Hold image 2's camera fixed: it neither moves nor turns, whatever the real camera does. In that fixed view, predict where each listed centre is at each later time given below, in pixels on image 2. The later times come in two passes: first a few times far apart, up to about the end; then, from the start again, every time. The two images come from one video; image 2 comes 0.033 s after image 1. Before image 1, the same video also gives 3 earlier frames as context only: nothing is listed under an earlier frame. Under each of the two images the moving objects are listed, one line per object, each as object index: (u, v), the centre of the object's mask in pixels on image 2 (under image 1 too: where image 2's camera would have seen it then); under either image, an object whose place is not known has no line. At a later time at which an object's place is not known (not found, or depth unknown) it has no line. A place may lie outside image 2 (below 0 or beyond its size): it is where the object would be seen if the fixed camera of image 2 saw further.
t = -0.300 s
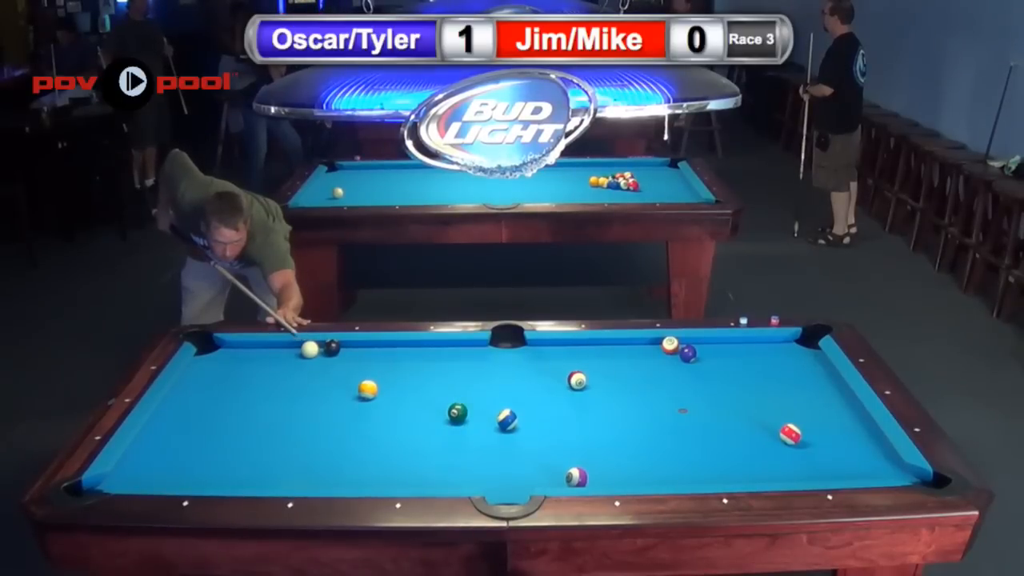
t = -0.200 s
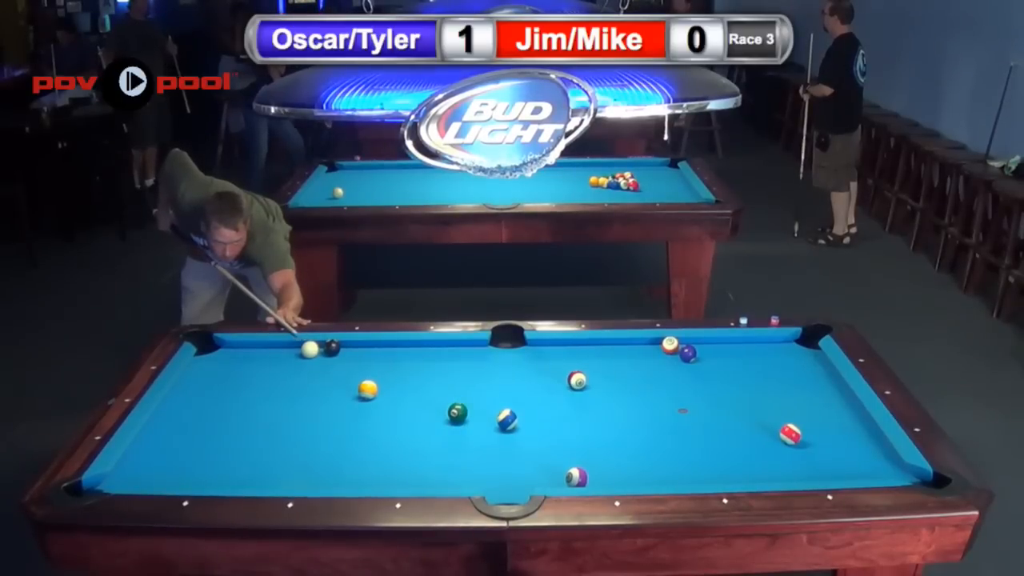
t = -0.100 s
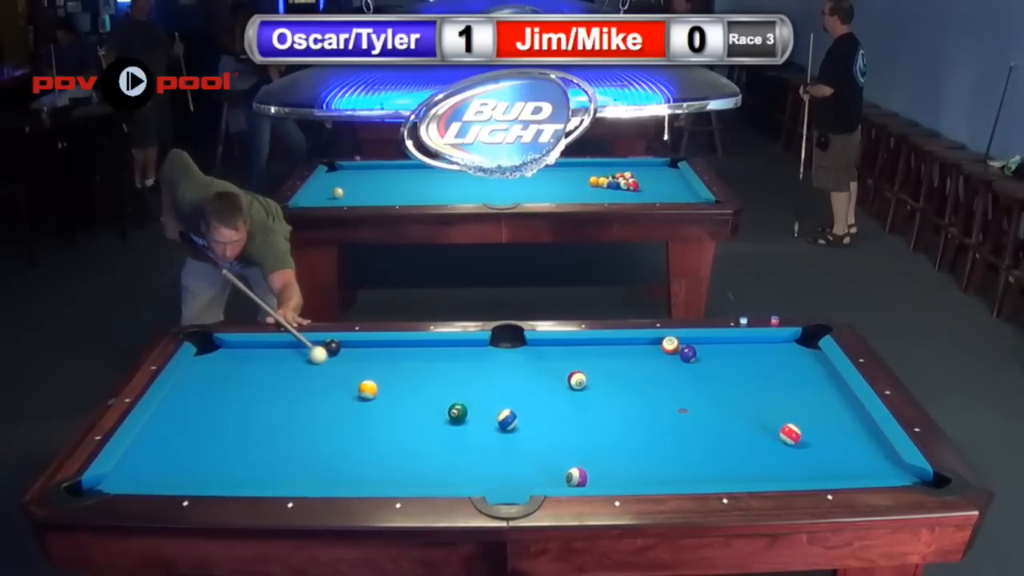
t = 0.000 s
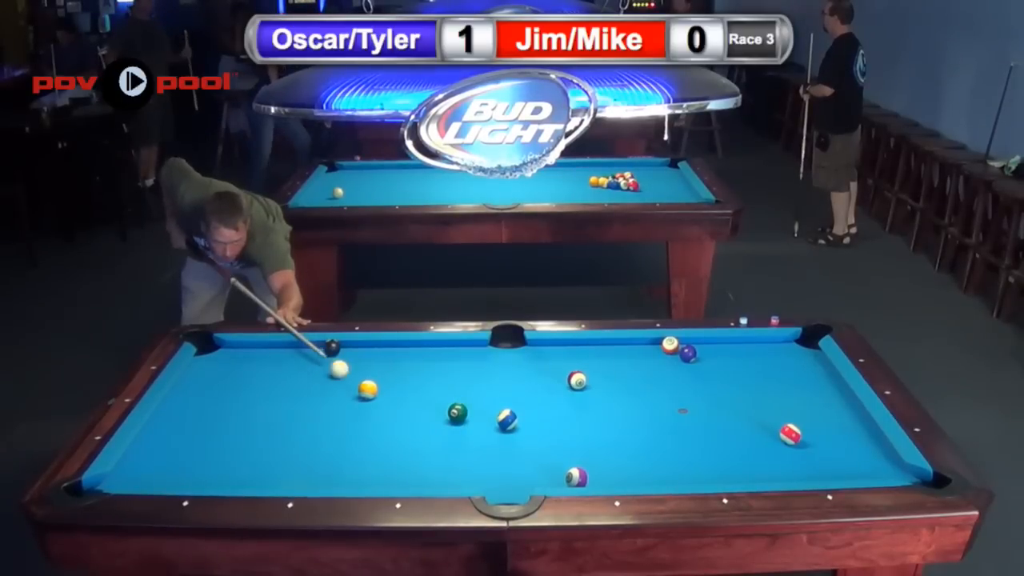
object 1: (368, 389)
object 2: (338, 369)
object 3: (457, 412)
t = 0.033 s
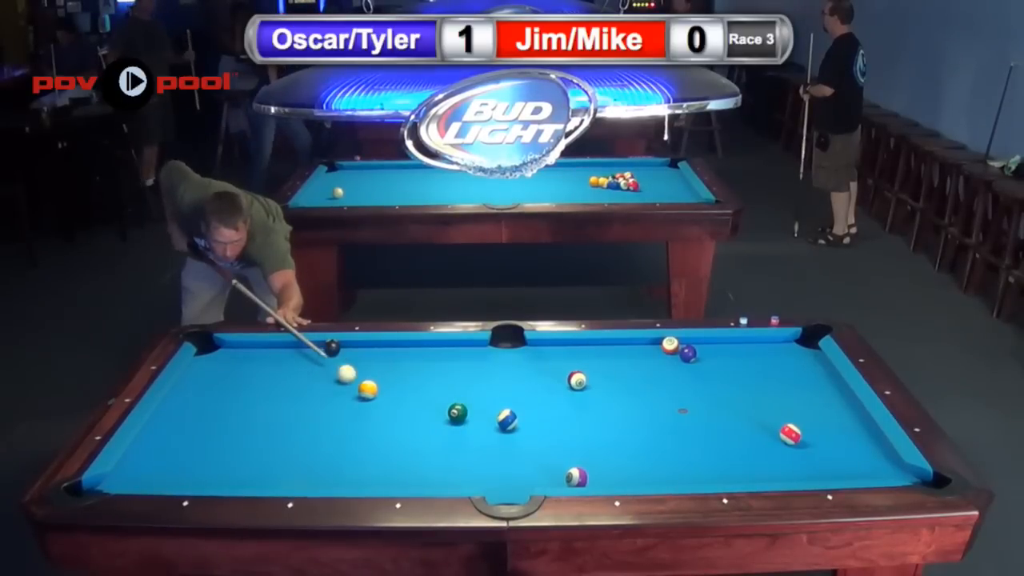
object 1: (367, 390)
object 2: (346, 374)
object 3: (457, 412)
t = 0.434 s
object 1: (418, 434)
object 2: (386, 391)
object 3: (457, 413)
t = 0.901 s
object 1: (492, 484)
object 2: (423, 403)
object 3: (457, 413)
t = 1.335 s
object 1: (552, 468)
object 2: (440, 411)
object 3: (467, 414)
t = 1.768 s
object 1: (604, 454)
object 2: (439, 414)
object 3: (483, 419)
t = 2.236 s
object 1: (651, 442)
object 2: (439, 415)
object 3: (487, 420)
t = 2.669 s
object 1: (688, 432)
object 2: (439, 415)
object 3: (487, 419)
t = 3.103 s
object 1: (718, 422)
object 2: (439, 415)
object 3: (487, 419)
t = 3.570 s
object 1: (743, 415)
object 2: (439, 415)
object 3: (487, 420)
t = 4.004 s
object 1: (762, 409)
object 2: (439, 414)
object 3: (487, 419)
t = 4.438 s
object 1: (775, 404)
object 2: (439, 414)
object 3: (487, 419)
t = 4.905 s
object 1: (786, 400)
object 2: (439, 414)
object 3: (487, 419)
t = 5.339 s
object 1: (791, 398)
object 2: (439, 414)
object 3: (487, 419)
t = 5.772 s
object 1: (793, 398)
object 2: (439, 414)
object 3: (487, 419)
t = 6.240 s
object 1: (794, 398)
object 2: (439, 414)
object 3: (487, 419)
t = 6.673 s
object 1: (794, 398)
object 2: (439, 414)
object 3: (487, 419)
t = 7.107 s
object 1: (794, 398)
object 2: (439, 415)
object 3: (487, 419)
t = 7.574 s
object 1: (794, 398)
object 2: (439, 414)
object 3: (487, 419)
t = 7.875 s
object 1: (794, 398)
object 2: (439, 414)
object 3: (487, 419)
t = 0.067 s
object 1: (368, 390)
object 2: (353, 379)
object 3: (457, 412)
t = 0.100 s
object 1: (369, 390)
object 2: (359, 381)
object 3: (457, 413)
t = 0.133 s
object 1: (374, 395)
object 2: (361, 383)
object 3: (457, 413)
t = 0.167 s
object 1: (380, 400)
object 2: (364, 383)
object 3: (457, 413)
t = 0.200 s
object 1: (386, 406)
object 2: (366, 384)
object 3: (457, 413)
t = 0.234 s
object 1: (390, 410)
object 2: (369, 385)
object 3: (457, 413)
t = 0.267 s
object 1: (395, 413)
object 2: (372, 386)
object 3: (457, 413)
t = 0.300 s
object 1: (400, 418)
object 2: (375, 387)
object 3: (457, 413)
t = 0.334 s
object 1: (404, 422)
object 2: (377, 388)
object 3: (457, 413)
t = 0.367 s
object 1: (409, 426)
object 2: (380, 389)
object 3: (457, 413)
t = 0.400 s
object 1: (414, 430)
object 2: (383, 390)
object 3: (457, 413)
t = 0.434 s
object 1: (418, 434)
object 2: (386, 391)
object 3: (457, 413)
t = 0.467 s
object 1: (423, 438)
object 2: (388, 392)
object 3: (457, 413)
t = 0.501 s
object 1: (428, 443)
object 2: (391, 392)
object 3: (457, 413)
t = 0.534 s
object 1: (433, 447)
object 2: (394, 393)
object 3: (457, 413)
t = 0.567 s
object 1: (438, 451)
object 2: (396, 394)
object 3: (457, 413)
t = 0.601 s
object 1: (444, 455)
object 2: (399, 395)
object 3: (457, 413)
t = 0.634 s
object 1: (449, 460)
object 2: (402, 396)
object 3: (457, 413)
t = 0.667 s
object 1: (454, 465)
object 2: (404, 397)
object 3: (457, 413)
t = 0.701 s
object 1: (460, 469)
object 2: (407, 398)
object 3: (457, 413)
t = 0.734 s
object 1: (465, 474)
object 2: (410, 399)
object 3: (457, 413)
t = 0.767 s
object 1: (470, 477)
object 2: (412, 400)
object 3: (457, 413)
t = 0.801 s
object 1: (476, 480)
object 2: (415, 401)
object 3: (457, 413)
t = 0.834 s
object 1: (483, 485)
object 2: (417, 401)
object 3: (457, 413)
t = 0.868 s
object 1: (488, 484)
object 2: (420, 402)
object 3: (457, 413)
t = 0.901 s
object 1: (492, 484)
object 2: (423, 403)
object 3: (457, 413)
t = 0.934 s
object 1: (497, 482)
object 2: (425, 404)
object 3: (457, 413)
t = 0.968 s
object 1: (502, 481)
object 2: (428, 405)
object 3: (457, 413)
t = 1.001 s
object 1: (507, 480)
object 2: (430, 406)
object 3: (457, 413)
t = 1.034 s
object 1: (512, 478)
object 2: (432, 407)
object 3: (458, 413)
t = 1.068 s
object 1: (516, 477)
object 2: (435, 408)
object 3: (458, 413)
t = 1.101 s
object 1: (522, 476)
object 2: (437, 409)
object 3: (458, 413)
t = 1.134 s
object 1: (526, 475)
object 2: (439, 409)
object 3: (458, 413)
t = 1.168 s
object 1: (530, 474)
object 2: (439, 409)
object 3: (460, 413)
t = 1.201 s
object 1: (535, 473)
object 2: (439, 410)
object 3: (461, 414)
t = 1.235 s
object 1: (540, 472)
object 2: (439, 410)
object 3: (463, 414)
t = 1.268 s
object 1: (544, 470)
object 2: (440, 410)
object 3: (464, 414)
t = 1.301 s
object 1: (548, 468)
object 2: (440, 411)
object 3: (465, 414)
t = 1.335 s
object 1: (552, 468)
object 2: (440, 411)
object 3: (467, 414)
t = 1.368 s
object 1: (557, 466)
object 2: (440, 411)
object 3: (469, 415)
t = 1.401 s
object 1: (561, 464)
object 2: (440, 412)
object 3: (470, 415)
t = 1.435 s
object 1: (565, 463)
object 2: (440, 412)
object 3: (471, 416)
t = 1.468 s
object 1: (569, 461)
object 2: (440, 412)
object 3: (472, 416)
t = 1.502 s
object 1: (572, 460)
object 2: (439, 413)
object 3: (474, 417)
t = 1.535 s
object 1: (577, 459)
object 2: (439, 413)
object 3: (475, 417)
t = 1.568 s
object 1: (581, 459)
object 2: (439, 413)
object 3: (476, 417)
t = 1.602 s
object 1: (585, 458)
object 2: (439, 413)
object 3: (477, 418)
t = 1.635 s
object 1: (589, 458)
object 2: (439, 414)
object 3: (478, 418)
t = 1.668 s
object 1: (593, 457)
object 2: (439, 414)
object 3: (480, 418)
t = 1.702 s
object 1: (597, 456)
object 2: (439, 414)
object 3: (481, 418)
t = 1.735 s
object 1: (600, 455)
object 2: (439, 414)
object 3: (482, 418)
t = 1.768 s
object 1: (604, 454)
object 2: (439, 414)
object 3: (483, 419)
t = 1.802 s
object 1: (608, 453)
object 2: (439, 414)
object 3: (484, 419)
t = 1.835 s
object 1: (612, 452)
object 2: (439, 414)
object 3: (485, 419)
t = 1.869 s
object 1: (615, 451)
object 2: (439, 414)
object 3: (486, 419)
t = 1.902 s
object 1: (619, 450)
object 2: (439, 415)
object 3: (486, 419)
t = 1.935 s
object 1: (622, 450)
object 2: (439, 415)
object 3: (486, 419)
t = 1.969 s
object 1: (625, 449)
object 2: (439, 415)
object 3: (487, 419)
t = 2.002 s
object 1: (629, 448)
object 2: (439, 415)
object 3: (487, 419)
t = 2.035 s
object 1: (632, 447)
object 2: (439, 415)
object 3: (487, 419)
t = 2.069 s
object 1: (635, 446)
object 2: (439, 415)
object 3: (487, 419)
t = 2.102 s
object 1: (639, 445)
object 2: (439, 415)
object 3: (487, 420)
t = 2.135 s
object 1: (642, 444)
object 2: (439, 415)
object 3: (487, 420)
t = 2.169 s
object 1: (645, 443)
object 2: (439, 415)
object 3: (487, 420)
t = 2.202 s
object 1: (649, 443)
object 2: (439, 415)
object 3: (487, 420)
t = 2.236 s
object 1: (651, 442)
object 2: (439, 415)
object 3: (487, 420)
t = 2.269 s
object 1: (654, 441)
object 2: (439, 415)
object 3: (487, 420)
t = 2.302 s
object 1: (658, 440)
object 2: (439, 415)
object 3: (487, 420)
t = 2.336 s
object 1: (660, 439)
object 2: (439, 415)
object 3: (487, 420)
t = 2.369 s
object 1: (664, 438)
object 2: (439, 415)
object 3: (487, 420)
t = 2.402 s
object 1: (666, 437)
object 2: (439, 415)
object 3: (487, 420)
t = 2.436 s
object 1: (669, 437)
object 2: (439, 415)
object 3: (487, 420)
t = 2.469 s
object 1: (672, 436)
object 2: (439, 415)
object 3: (487, 420)
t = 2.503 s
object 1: (675, 435)
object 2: (439, 415)
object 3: (487, 420)
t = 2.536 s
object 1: (678, 435)
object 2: (439, 415)
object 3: (487, 420)
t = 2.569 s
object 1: (680, 434)
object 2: (439, 415)
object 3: (487, 420)
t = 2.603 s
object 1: (683, 433)
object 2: (439, 415)
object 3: (487, 419)
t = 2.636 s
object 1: (685, 432)
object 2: (439, 415)
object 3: (487, 419)
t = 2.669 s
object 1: (688, 432)
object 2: (439, 415)
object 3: (487, 419)
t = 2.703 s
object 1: (690, 431)
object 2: (439, 415)
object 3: (487, 419)
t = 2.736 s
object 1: (693, 430)
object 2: (439, 415)
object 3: (487, 419)
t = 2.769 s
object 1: (695, 429)
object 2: (439, 415)
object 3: (487, 419)
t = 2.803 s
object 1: (697, 429)
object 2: (439, 415)
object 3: (487, 419)
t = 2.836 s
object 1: (700, 428)
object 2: (439, 415)
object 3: (487, 419)
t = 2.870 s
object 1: (702, 428)
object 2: (439, 415)
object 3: (487, 419)
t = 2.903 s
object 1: (705, 427)
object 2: (439, 415)
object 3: (487, 419)
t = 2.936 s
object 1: (707, 426)
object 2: (439, 415)
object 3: (487, 419)
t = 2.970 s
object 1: (709, 425)
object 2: (439, 415)
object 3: (487, 419)
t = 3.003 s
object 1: (712, 425)
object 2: (439, 415)
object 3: (487, 419)
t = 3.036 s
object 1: (714, 424)
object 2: (439, 415)
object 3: (487, 419)
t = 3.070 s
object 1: (716, 423)
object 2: (439, 415)
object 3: (487, 419)
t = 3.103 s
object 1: (718, 422)
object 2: (439, 415)
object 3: (487, 419)
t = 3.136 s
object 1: (720, 422)
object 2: (439, 415)
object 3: (487, 419)
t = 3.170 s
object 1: (722, 422)
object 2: (439, 415)
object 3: (487, 420)
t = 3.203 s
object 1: (724, 421)
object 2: (439, 415)
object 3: (487, 420)
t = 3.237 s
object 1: (726, 420)
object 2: (439, 415)
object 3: (487, 420)
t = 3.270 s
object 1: (727, 420)
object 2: (439, 415)
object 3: (487, 419)
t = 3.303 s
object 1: (730, 419)
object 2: (439, 415)
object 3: (487, 419)
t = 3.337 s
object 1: (732, 419)
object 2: (439, 415)
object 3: (487, 420)
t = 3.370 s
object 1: (733, 418)
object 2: (439, 415)
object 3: (487, 420)
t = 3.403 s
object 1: (735, 418)
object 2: (439, 415)
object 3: (487, 420)
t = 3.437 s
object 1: (737, 417)
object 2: (439, 415)
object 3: (487, 420)
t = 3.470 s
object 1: (738, 416)
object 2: (439, 415)
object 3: (487, 420)
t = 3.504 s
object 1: (740, 416)
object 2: (439, 415)
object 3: (487, 420)
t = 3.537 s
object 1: (742, 415)
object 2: (439, 415)
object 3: (487, 420)
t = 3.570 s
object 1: (743, 415)
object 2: (439, 415)
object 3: (487, 420)
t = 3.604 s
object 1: (744, 414)
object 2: (439, 415)
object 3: (487, 420)
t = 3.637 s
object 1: (746, 414)
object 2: (439, 414)
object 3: (487, 420)
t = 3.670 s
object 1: (747, 413)
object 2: (439, 415)
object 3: (487, 420)
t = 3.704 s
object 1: (749, 413)
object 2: (439, 414)
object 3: (487, 420)
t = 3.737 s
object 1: (751, 412)
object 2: (439, 414)
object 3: (487, 420)
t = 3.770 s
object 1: (752, 412)
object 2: (439, 414)
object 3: (487, 420)
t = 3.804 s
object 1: (753, 411)
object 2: (439, 414)
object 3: (487, 420)
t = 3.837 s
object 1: (755, 411)
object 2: (439, 414)
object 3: (487, 420)
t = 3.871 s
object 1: (756, 411)
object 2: (439, 414)
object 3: (487, 420)
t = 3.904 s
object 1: (758, 410)
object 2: (439, 414)
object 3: (487, 420)
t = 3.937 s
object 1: (759, 410)
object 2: (439, 414)
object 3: (487, 420)
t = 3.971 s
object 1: (760, 409)
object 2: (439, 414)
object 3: (487, 419)
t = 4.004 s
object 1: (762, 409)
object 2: (439, 414)
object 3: (487, 419)
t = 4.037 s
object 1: (763, 408)
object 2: (439, 414)
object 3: (487, 419)
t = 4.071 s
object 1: (764, 408)
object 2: (439, 414)
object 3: (487, 419)
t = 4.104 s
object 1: (765, 407)
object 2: (439, 414)
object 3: (487, 419)
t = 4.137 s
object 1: (766, 407)
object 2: (439, 414)
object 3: (487, 419)
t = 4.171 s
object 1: (767, 407)
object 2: (439, 414)
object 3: (487, 419)
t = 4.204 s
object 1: (769, 406)
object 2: (439, 414)
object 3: (487, 419)
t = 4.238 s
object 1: (769, 406)
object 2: (439, 414)
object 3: (487, 419)
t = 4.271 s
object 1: (770, 406)
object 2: (439, 414)
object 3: (487, 419)
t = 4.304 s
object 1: (771, 405)
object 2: (439, 414)
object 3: (487, 419)
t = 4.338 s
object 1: (772, 405)
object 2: (439, 414)
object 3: (487, 419)
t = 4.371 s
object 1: (773, 405)
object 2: (439, 414)
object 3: (487, 419)
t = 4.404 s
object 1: (774, 405)
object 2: (439, 414)
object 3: (487, 419)
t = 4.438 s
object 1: (775, 404)
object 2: (439, 414)
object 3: (487, 419)
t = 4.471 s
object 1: (776, 404)
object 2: (439, 414)
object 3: (487, 419)
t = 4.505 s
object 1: (777, 403)
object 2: (439, 414)
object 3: (487, 419)
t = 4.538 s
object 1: (778, 403)
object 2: (439, 414)
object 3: (487, 419)
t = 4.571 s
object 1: (779, 403)
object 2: (439, 414)
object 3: (487, 419)
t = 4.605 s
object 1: (780, 403)
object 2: (439, 414)
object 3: (487, 419)
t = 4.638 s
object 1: (780, 402)
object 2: (439, 414)
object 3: (487, 419)
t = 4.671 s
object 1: (781, 402)
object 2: (439, 414)
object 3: (487, 419)
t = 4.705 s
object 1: (782, 402)
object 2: (439, 414)
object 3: (487, 419)
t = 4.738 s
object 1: (783, 401)
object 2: (439, 414)
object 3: (487, 419)
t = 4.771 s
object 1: (783, 401)
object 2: (439, 414)
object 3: (487, 419)
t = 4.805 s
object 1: (784, 401)
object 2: (439, 414)
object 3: (487, 419)
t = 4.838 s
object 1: (785, 401)
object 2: (439, 414)
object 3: (487, 419)
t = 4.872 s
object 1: (785, 400)
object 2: (439, 414)
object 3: (487, 419)
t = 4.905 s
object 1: (786, 400)
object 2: (439, 414)
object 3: (487, 419)
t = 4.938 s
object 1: (786, 400)
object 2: (439, 414)
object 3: (487, 419)
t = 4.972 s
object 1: (787, 400)
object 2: (439, 414)
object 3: (487, 419)
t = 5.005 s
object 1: (787, 399)
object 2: (439, 414)
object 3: (487, 419)
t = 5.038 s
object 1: (788, 399)
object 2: (439, 414)
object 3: (487, 419)
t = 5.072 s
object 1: (788, 399)
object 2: (439, 414)
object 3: (487, 419)
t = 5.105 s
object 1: (789, 399)
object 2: (439, 414)
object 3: (487, 419)
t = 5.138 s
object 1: (789, 399)
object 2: (439, 414)
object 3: (487, 419)
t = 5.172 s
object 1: (790, 399)
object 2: (439, 414)
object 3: (487, 419)
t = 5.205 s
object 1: (790, 399)
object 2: (439, 414)
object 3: (487, 419)
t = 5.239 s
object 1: (790, 399)
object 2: (439, 414)
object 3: (487, 419)
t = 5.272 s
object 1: (791, 398)
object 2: (439, 414)
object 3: (487, 419)
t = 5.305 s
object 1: (791, 398)
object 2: (439, 414)
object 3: (487, 419)
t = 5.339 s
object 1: (791, 398)
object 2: (439, 414)
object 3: (487, 419)
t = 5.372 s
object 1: (792, 398)
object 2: (439, 414)
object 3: (487, 419)
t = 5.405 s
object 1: (792, 398)
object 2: (439, 414)
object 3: (487, 419)
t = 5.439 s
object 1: (792, 398)
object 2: (439, 414)
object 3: (487, 419)
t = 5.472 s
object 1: (793, 398)
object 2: (439, 415)
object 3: (487, 419)
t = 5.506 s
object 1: (793, 398)
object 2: (439, 414)
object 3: (487, 419)
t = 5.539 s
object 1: (793, 398)
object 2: (439, 414)
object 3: (487, 419)
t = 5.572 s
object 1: (793, 398)
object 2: (439, 414)
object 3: (487, 419)
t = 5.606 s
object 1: (793, 398)
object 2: (439, 414)
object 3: (487, 419)
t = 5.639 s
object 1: (793, 398)
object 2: (439, 414)
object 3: (487, 419)
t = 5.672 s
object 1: (793, 398)
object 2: (439, 415)
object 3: (487, 419)
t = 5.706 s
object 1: (793, 398)
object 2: (439, 414)
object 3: (487, 419)
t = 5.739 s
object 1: (793, 398)
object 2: (439, 414)
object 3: (487, 419)
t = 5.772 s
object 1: (793, 398)
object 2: (439, 414)
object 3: (487, 419)
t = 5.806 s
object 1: (793, 398)
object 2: (439, 415)
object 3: (487, 419)
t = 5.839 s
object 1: (793, 398)
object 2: (439, 414)
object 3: (487, 419)
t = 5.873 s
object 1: (793, 398)
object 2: (439, 414)
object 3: (487, 419)
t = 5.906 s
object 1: (794, 398)
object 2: (439, 414)
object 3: (487, 419)
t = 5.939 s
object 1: (794, 398)
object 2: (439, 414)
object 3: (487, 419)
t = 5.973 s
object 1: (794, 398)
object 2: (439, 414)
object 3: (487, 419)
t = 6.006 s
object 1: (794, 398)
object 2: (439, 414)
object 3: (487, 419)
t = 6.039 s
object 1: (794, 398)
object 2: (439, 414)
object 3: (487, 419)
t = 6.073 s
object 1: (794, 398)
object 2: (439, 414)
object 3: (487, 419)
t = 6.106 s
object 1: (794, 398)
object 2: (439, 414)
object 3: (487, 419)
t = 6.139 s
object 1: (794, 398)
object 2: (439, 414)
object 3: (487, 419)
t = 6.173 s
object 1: (794, 398)
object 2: (439, 414)
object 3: (487, 419)
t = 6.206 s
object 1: (794, 398)
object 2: (439, 414)
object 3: (487, 419)
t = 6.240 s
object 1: (794, 398)
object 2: (439, 414)
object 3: (487, 419)
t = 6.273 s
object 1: (794, 398)
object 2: (439, 414)
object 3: (487, 419)
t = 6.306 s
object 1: (794, 398)
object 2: (439, 414)
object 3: (487, 419)
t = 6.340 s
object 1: (794, 398)
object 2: (439, 414)
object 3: (487, 419)
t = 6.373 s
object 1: (794, 398)
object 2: (439, 414)
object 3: (487, 419)
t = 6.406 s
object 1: (794, 398)
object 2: (439, 414)
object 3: (487, 419)
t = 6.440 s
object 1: (794, 398)
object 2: (439, 414)
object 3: (487, 419)
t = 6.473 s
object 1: (794, 398)
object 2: (439, 414)
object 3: (487, 419)
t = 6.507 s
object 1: (794, 398)
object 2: (439, 414)
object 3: (487, 419)
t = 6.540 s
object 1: (794, 398)
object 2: (439, 414)
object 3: (487, 419)
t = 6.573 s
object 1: (794, 398)
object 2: (439, 415)
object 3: (487, 419)
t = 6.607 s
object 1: (794, 398)
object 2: (439, 414)
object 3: (487, 419)
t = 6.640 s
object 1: (794, 398)
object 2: (439, 415)
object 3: (487, 419)
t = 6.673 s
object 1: (794, 398)
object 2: (439, 414)
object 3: (487, 419)
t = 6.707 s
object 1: (794, 398)
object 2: (439, 414)
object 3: (487, 419)
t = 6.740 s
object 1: (794, 398)
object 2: (439, 414)
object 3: (487, 419)
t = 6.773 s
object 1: (794, 398)
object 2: (439, 414)
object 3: (487, 419)
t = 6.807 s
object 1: (794, 398)
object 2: (439, 415)
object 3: (487, 419)
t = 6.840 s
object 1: (794, 398)
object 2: (439, 414)
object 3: (487, 419)
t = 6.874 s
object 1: (794, 398)
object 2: (439, 415)
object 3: (487, 419)
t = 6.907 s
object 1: (794, 398)
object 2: (439, 414)
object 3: (487, 419)
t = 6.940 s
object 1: (794, 398)
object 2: (439, 414)
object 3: (487, 419)
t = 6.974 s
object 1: (794, 398)
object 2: (439, 414)
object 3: (487, 419)
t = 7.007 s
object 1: (794, 398)
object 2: (439, 415)
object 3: (487, 419)
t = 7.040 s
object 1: (794, 398)
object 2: (439, 415)
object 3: (487, 419)
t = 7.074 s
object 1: (794, 398)
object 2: (439, 415)
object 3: (487, 419)
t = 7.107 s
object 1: (794, 398)
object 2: (439, 415)
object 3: (487, 419)
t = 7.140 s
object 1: (794, 397)
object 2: (439, 415)
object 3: (487, 419)
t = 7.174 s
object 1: (794, 398)
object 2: (439, 415)
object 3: (487, 419)
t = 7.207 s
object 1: (794, 398)
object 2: (439, 415)
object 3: (487, 419)
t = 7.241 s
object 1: (794, 398)
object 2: (439, 415)
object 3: (487, 419)
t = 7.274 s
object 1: (794, 398)
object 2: (439, 414)
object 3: (487, 419)
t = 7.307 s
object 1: (794, 398)
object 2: (439, 414)
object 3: (487, 419)
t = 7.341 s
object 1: (794, 398)
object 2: (439, 414)
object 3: (487, 419)
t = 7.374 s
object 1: (794, 398)
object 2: (439, 414)
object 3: (487, 419)
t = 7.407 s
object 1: (794, 398)
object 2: (439, 414)
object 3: (487, 419)
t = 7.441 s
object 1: (794, 398)
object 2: (439, 415)
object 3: (487, 419)
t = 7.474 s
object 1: (794, 398)
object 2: (439, 414)
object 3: (487, 419)
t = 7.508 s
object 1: (794, 398)
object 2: (439, 414)
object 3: (487, 419)
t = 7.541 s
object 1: (794, 398)
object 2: (439, 414)
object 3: (487, 419)
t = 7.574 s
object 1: (794, 398)
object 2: (439, 414)
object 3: (487, 419)
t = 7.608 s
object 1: (794, 398)
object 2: (439, 414)
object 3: (487, 419)
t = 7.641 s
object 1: (794, 398)
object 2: (439, 414)
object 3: (487, 419)
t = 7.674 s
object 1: (794, 398)
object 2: (439, 414)
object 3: (487, 419)
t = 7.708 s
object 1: (794, 398)
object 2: (439, 415)
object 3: (487, 419)
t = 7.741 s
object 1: (794, 398)
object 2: (439, 414)
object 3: (487, 419)
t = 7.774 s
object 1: (794, 398)
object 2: (439, 415)
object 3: (487, 419)
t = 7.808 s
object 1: (794, 398)
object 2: (439, 414)
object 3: (487, 419)
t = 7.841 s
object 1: (794, 398)
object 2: (439, 414)
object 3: (487, 419)
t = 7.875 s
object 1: (794, 398)
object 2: (439, 414)
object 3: (487, 419)
